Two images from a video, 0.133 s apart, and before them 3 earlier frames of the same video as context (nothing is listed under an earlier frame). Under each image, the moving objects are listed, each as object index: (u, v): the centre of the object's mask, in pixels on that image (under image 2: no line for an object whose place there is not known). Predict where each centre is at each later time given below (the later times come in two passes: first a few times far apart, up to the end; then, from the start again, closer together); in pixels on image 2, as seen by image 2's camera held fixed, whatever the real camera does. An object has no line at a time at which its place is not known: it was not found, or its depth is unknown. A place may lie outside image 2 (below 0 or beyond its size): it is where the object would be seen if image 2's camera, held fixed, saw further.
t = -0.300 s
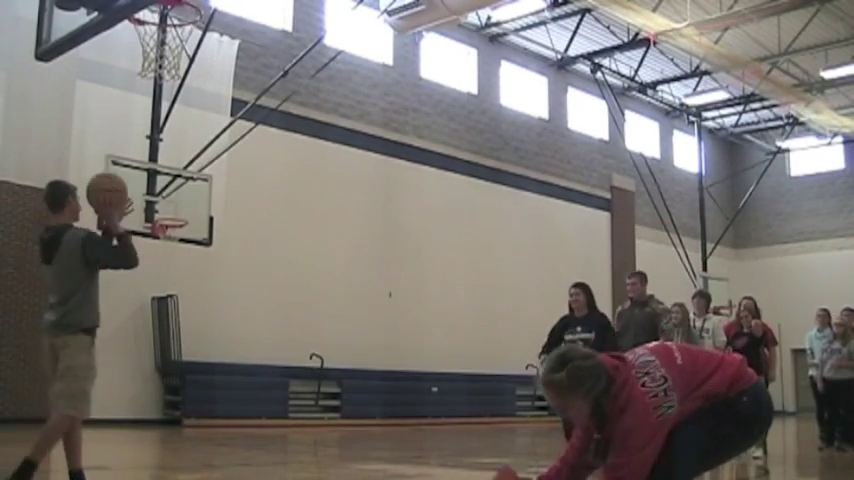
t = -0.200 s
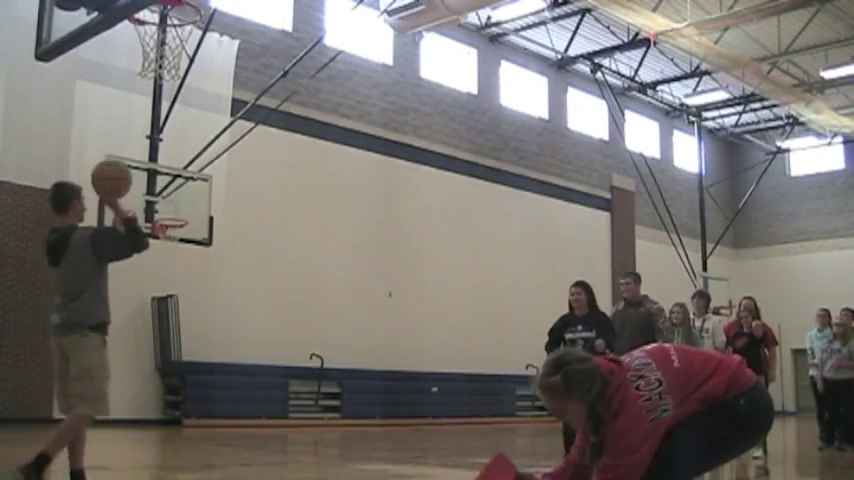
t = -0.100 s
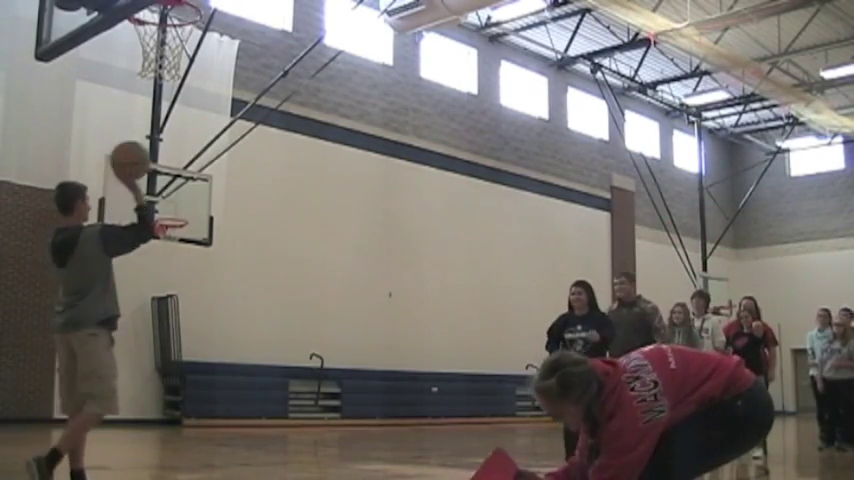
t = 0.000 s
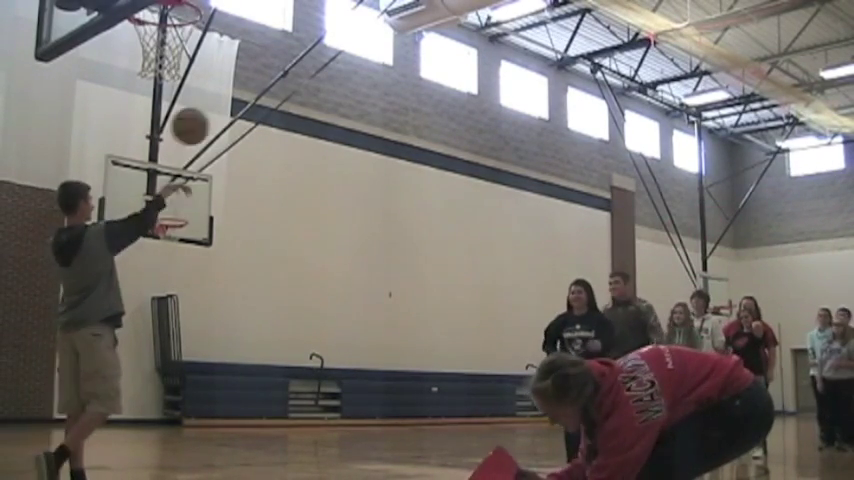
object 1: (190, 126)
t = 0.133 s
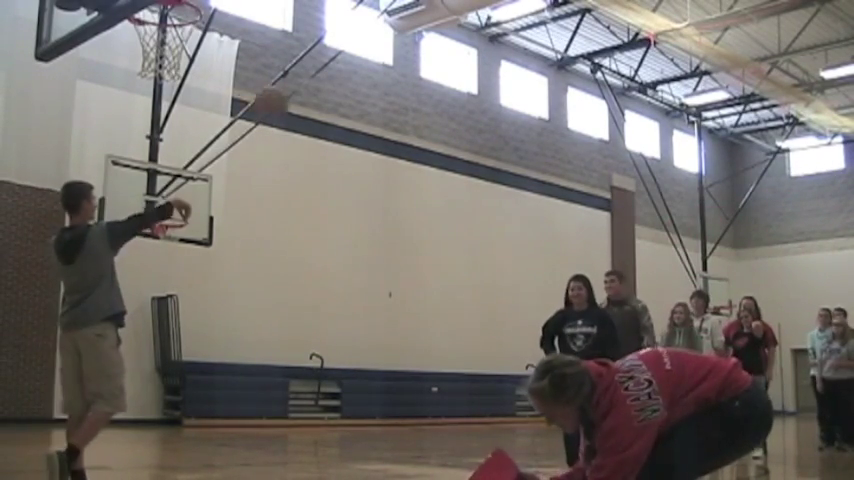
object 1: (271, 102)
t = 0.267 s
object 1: (342, 107)
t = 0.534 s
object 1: (456, 172)
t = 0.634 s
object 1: (494, 215)
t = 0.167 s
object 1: (289, 103)
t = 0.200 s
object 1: (308, 103)
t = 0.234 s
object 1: (324, 104)
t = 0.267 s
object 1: (342, 107)
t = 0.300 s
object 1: (357, 111)
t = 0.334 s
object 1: (373, 116)
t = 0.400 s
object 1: (403, 130)
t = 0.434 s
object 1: (416, 140)
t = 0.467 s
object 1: (430, 149)
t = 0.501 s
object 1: (443, 160)
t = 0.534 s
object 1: (456, 172)
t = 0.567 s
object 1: (470, 185)
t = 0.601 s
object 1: (482, 200)
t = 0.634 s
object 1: (494, 215)
